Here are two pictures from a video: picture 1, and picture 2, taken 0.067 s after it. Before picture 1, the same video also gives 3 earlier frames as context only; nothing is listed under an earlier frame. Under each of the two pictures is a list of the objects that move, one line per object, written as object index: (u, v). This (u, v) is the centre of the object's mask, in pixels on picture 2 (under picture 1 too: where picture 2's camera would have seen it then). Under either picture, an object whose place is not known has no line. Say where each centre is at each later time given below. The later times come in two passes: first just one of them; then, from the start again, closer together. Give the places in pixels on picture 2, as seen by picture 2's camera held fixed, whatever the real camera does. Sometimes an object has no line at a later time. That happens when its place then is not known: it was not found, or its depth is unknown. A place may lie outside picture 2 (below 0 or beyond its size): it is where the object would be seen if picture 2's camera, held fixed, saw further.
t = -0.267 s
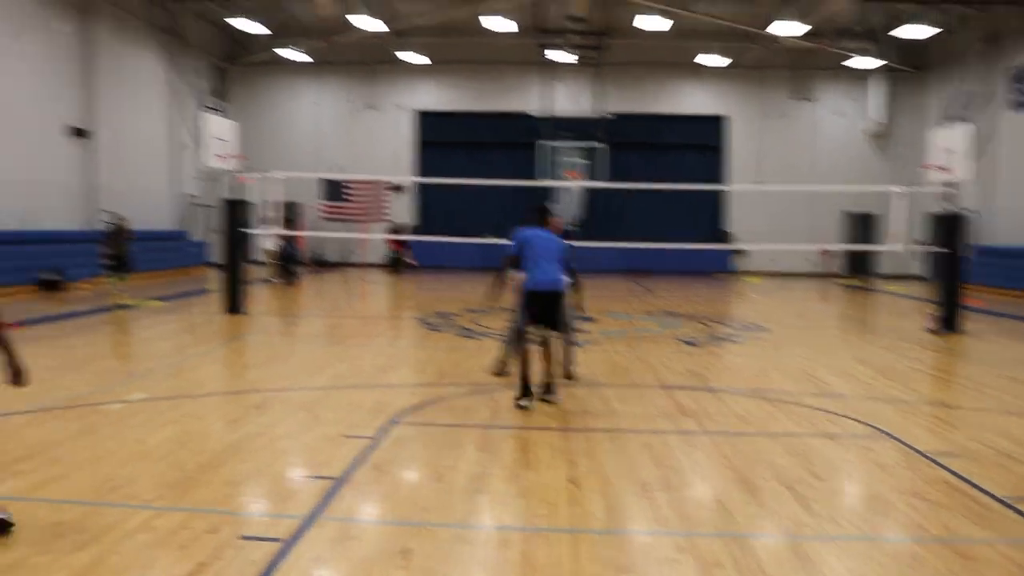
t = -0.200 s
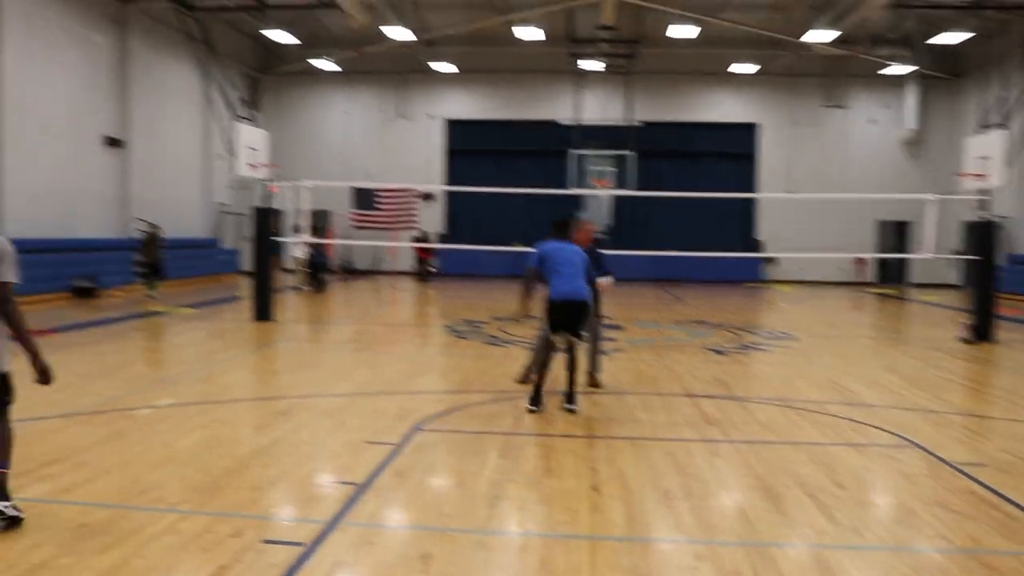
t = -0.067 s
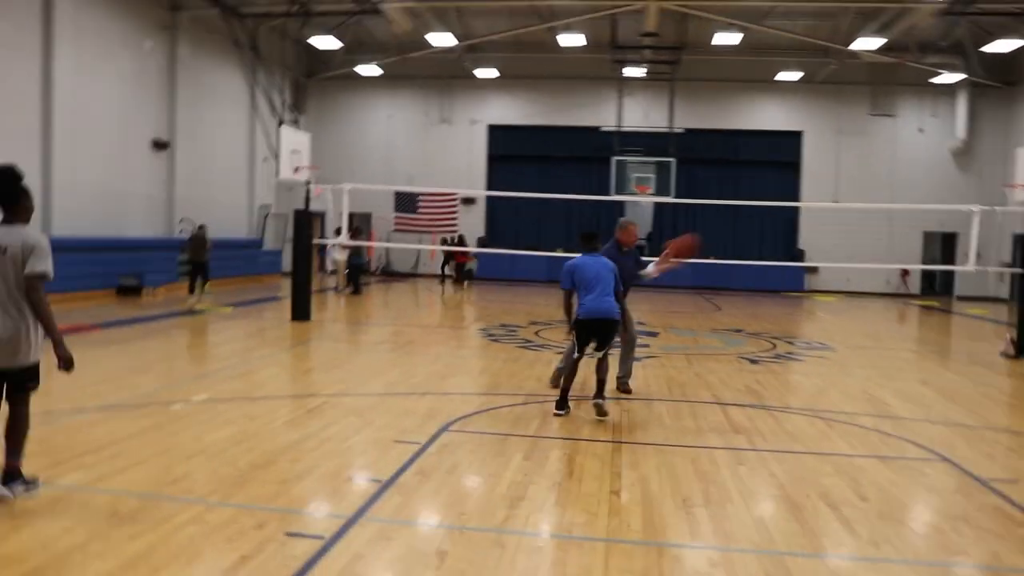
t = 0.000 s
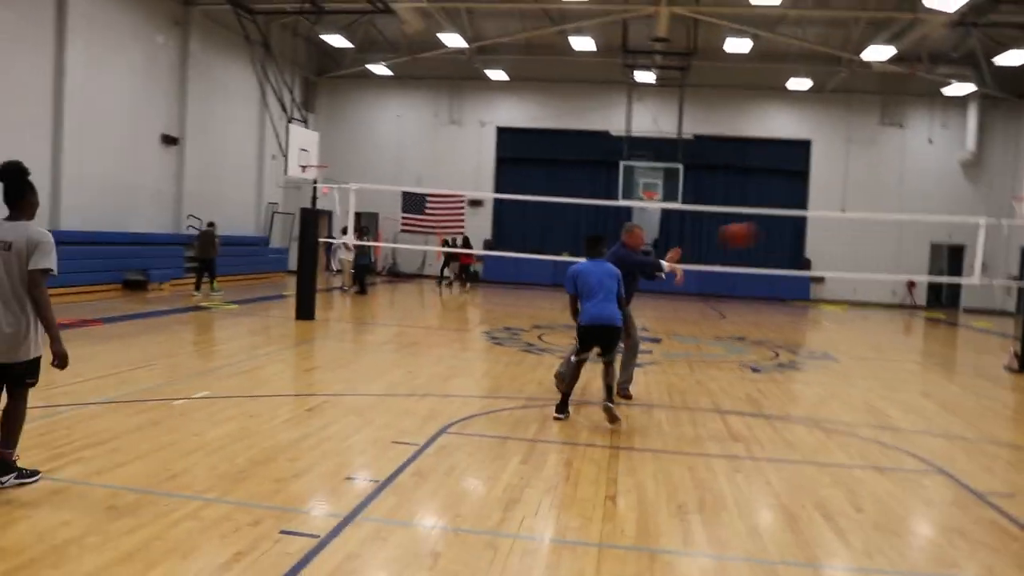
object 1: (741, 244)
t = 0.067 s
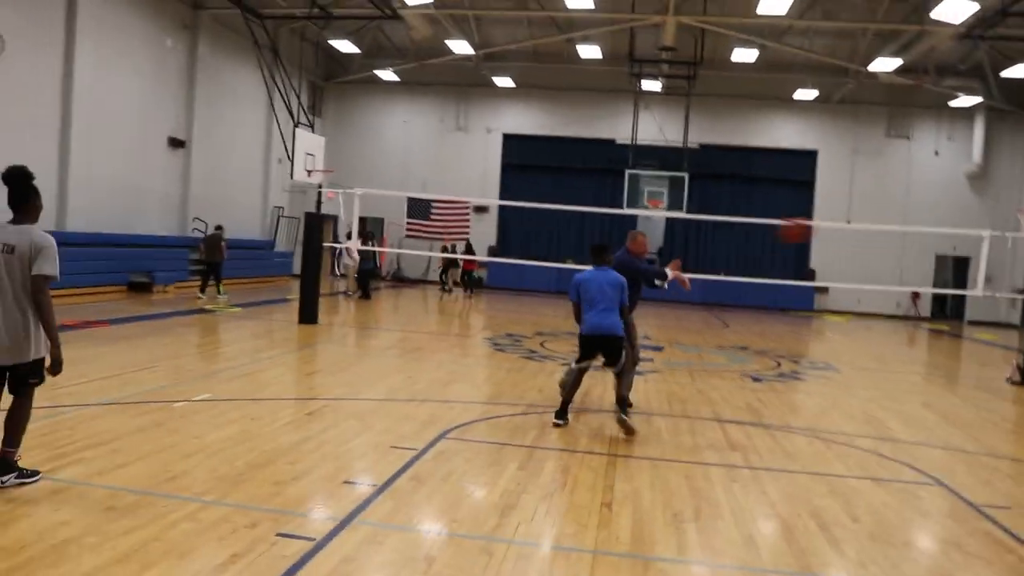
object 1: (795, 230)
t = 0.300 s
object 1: (979, 214)
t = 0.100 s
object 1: (822, 225)
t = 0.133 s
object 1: (848, 220)
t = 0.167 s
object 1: (874, 216)
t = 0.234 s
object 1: (927, 212)
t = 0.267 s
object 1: (955, 212)
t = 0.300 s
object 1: (979, 214)
